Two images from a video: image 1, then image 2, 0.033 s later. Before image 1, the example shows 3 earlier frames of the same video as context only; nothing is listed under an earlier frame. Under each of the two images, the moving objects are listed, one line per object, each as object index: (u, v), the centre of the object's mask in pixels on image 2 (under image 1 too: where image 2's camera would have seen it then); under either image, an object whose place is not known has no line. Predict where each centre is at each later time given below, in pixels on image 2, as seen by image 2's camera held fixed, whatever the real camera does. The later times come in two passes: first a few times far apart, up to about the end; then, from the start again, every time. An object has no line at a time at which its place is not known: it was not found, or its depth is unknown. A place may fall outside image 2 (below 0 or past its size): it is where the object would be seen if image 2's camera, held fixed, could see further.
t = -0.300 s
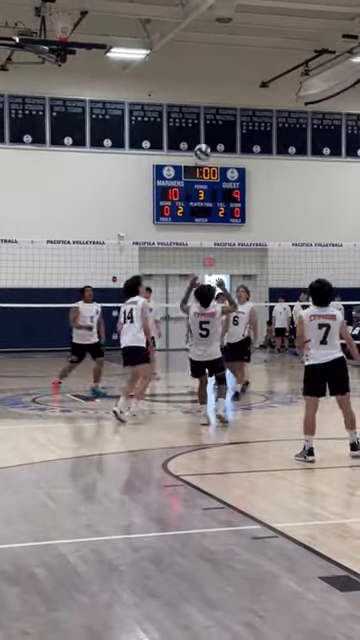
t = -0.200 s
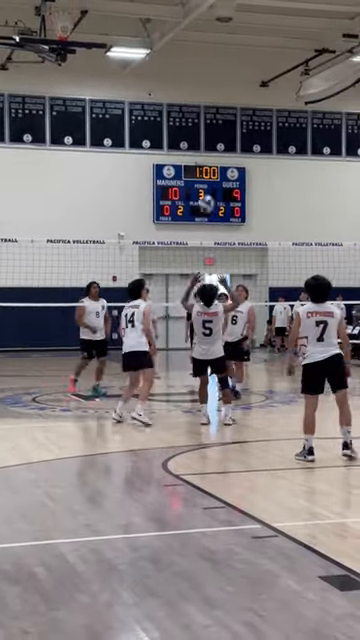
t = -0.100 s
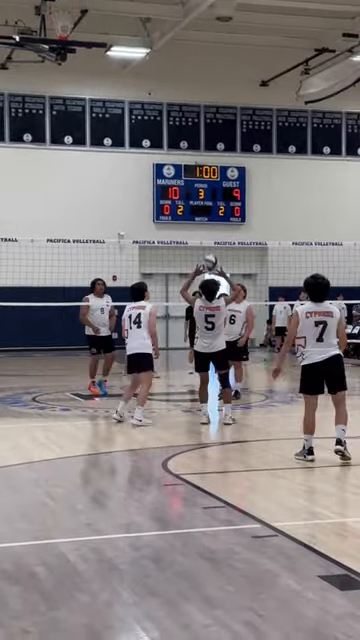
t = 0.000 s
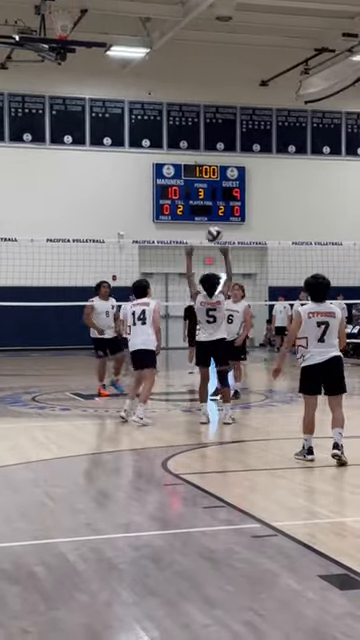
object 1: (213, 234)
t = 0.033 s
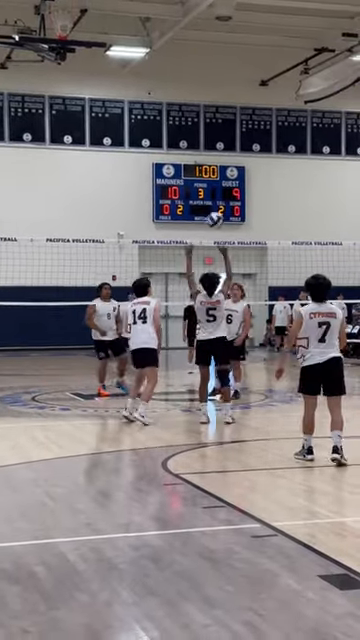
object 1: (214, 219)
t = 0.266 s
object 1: (225, 148)
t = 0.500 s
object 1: (234, 124)
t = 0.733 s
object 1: (242, 138)
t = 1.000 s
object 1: (251, 195)
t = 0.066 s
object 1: (216, 207)
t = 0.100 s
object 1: (218, 194)
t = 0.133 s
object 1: (219, 184)
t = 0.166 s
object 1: (222, 173)
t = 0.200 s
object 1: (222, 163)
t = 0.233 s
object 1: (223, 156)
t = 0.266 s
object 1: (225, 148)
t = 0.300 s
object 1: (226, 143)
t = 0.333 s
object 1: (228, 137)
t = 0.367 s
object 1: (228, 133)
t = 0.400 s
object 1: (230, 129)
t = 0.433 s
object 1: (231, 127)
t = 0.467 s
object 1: (233, 125)
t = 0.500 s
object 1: (234, 124)
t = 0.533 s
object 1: (235, 123)
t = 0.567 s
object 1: (237, 124)
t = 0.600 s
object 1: (238, 125)
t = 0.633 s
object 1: (239, 127)
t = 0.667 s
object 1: (240, 130)
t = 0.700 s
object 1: (241, 134)
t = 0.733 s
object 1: (242, 138)
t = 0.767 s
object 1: (244, 143)
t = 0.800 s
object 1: (245, 148)
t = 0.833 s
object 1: (245, 154)
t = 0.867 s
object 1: (247, 161)
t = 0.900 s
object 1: (248, 169)
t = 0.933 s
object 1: (249, 177)
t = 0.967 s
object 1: (250, 186)
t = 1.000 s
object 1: (251, 195)
